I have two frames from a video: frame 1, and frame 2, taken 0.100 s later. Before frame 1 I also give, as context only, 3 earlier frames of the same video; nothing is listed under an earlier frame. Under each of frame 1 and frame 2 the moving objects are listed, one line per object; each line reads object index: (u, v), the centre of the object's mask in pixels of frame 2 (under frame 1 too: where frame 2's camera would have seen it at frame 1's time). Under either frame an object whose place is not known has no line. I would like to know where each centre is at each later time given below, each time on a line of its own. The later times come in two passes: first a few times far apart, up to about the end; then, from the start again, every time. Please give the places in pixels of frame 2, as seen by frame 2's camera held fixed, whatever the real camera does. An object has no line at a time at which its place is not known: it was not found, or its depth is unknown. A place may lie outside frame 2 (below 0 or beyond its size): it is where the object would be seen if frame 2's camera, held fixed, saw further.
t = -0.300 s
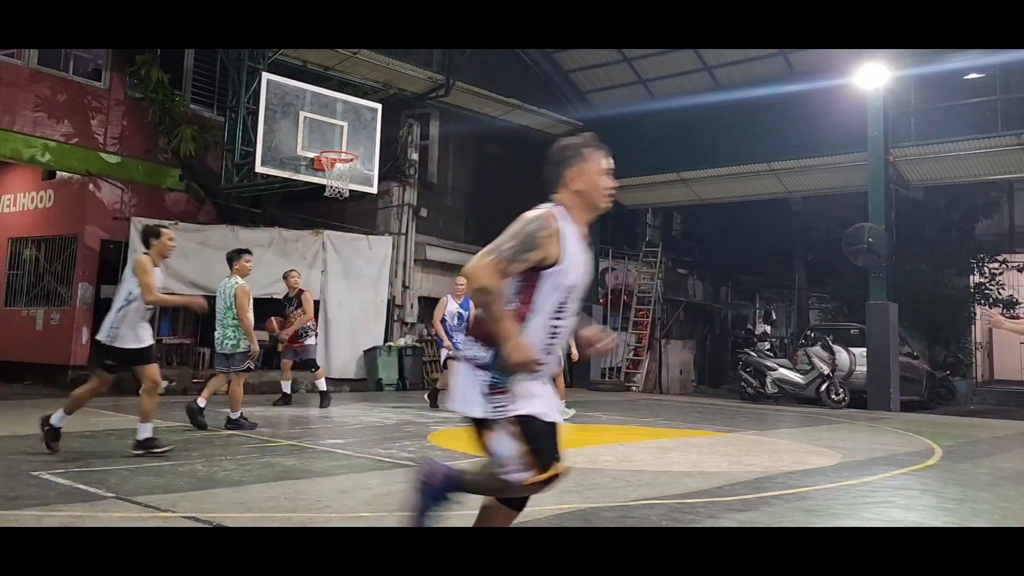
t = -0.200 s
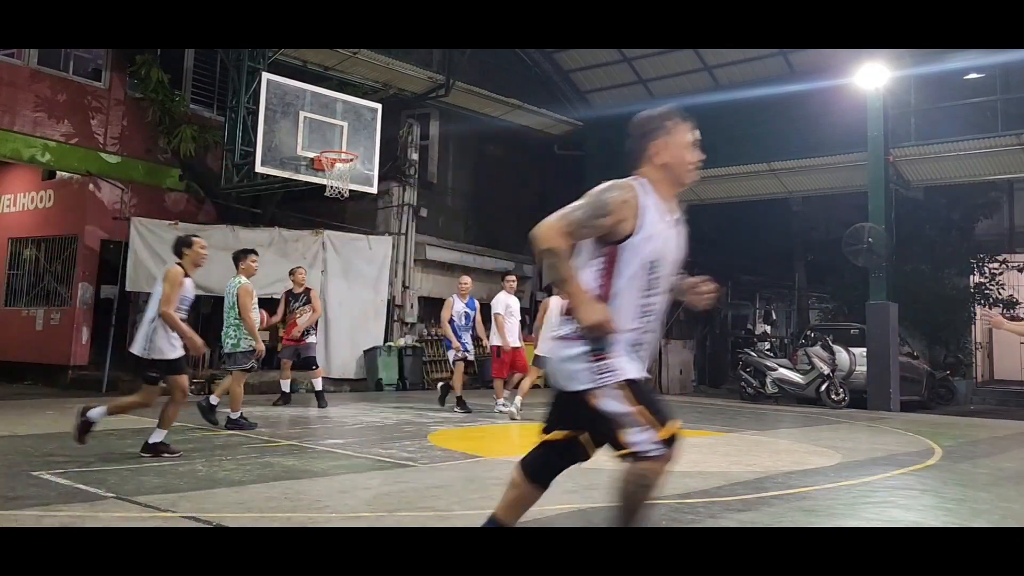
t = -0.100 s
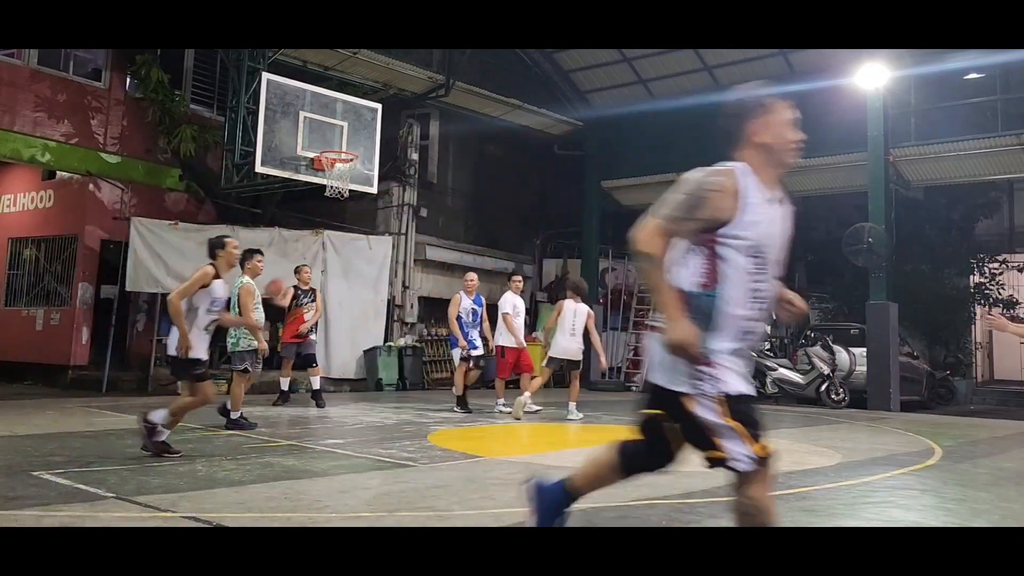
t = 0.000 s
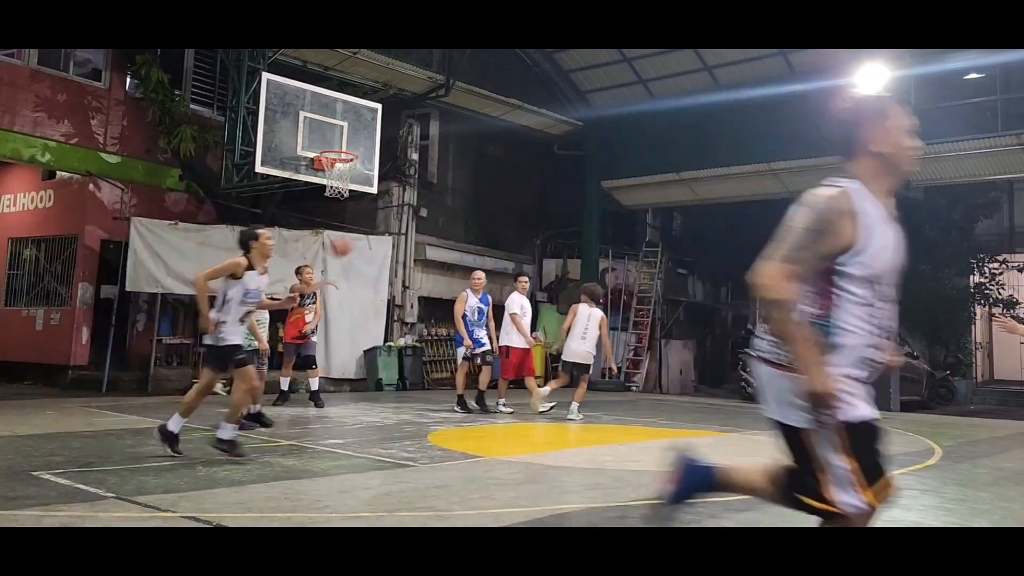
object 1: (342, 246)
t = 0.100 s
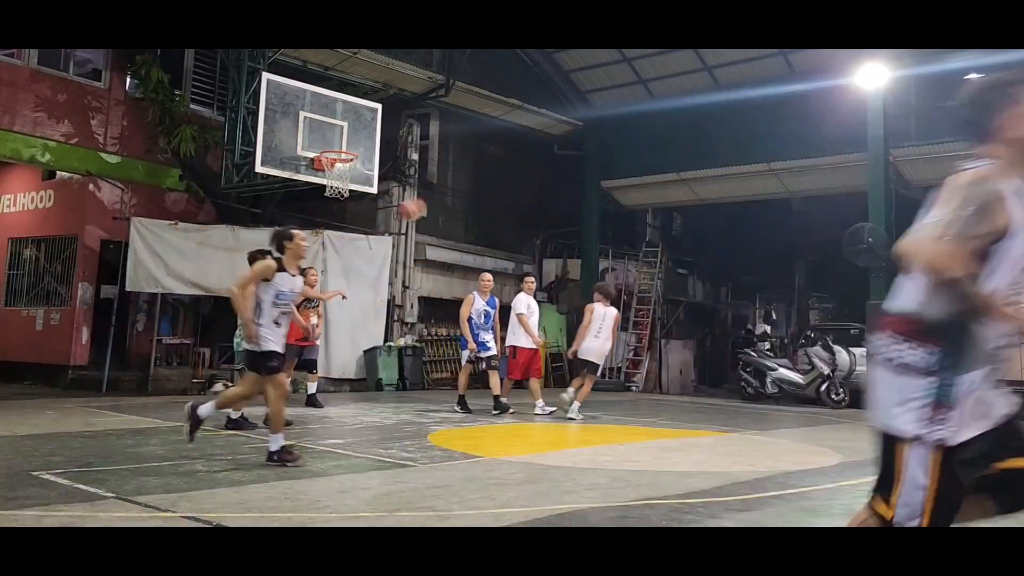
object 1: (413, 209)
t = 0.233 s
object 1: (510, 172)
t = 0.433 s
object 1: (670, 143)
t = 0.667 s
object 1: (888, 157)
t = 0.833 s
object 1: (1081, 207)
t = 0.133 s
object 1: (436, 199)
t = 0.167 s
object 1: (459, 190)
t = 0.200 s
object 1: (485, 180)
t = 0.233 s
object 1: (510, 172)
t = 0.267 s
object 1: (535, 165)
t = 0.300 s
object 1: (561, 158)
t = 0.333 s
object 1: (588, 154)
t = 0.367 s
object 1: (615, 149)
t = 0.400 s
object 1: (642, 146)
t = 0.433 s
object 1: (670, 143)
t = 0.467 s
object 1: (698, 141)
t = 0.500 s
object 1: (729, 141)
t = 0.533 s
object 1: (759, 142)
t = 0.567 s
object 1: (790, 144)
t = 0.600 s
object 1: (822, 145)
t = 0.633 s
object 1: (855, 151)
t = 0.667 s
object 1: (888, 157)
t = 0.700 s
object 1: (926, 162)
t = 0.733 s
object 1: (963, 172)
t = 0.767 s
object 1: (1001, 183)
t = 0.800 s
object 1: (1041, 194)
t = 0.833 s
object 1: (1081, 207)
